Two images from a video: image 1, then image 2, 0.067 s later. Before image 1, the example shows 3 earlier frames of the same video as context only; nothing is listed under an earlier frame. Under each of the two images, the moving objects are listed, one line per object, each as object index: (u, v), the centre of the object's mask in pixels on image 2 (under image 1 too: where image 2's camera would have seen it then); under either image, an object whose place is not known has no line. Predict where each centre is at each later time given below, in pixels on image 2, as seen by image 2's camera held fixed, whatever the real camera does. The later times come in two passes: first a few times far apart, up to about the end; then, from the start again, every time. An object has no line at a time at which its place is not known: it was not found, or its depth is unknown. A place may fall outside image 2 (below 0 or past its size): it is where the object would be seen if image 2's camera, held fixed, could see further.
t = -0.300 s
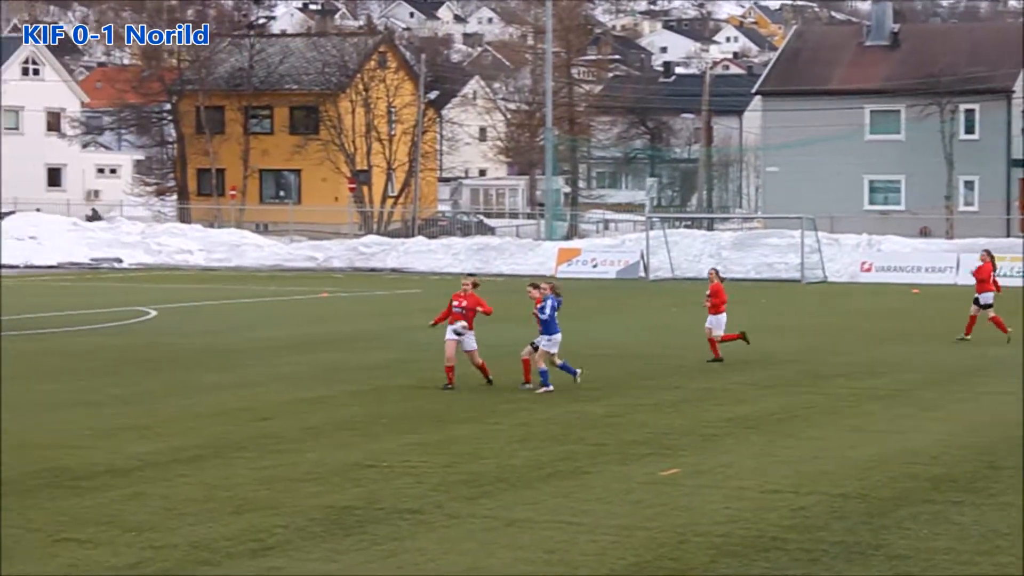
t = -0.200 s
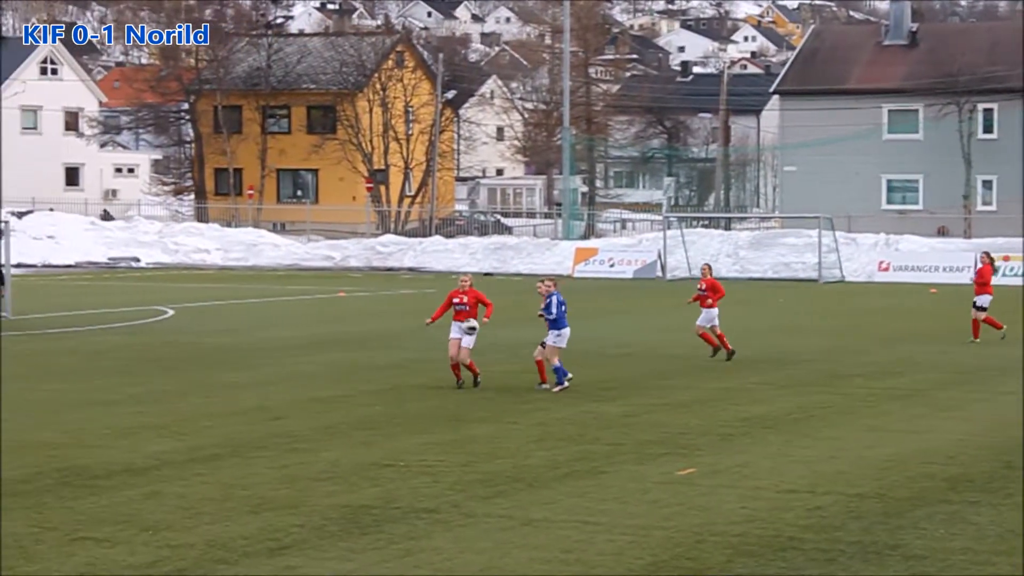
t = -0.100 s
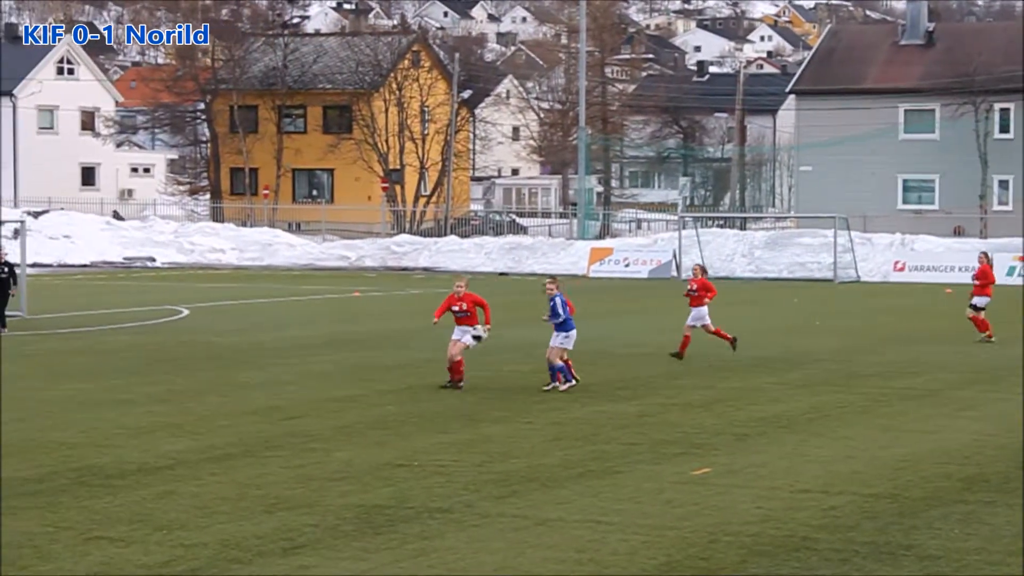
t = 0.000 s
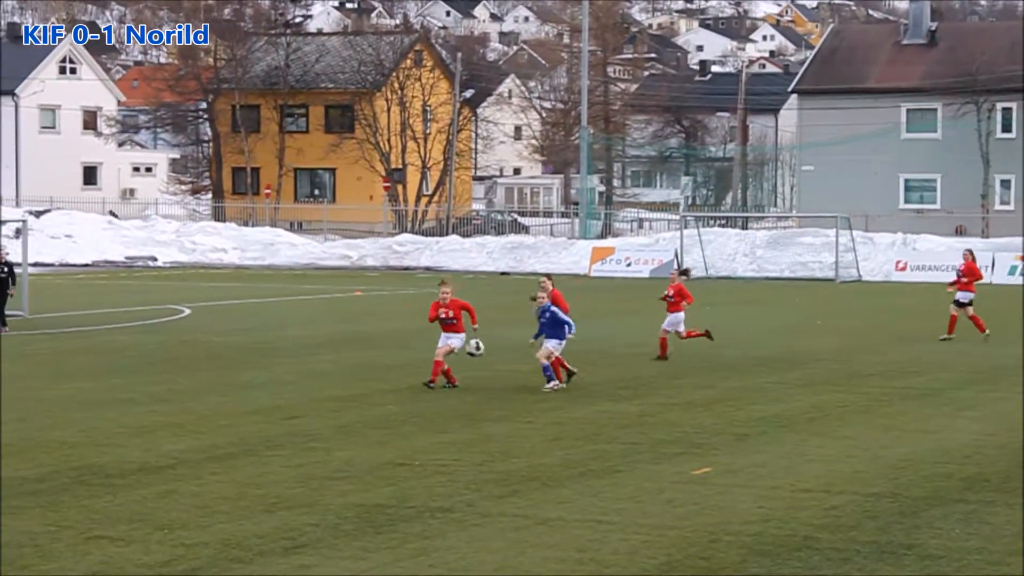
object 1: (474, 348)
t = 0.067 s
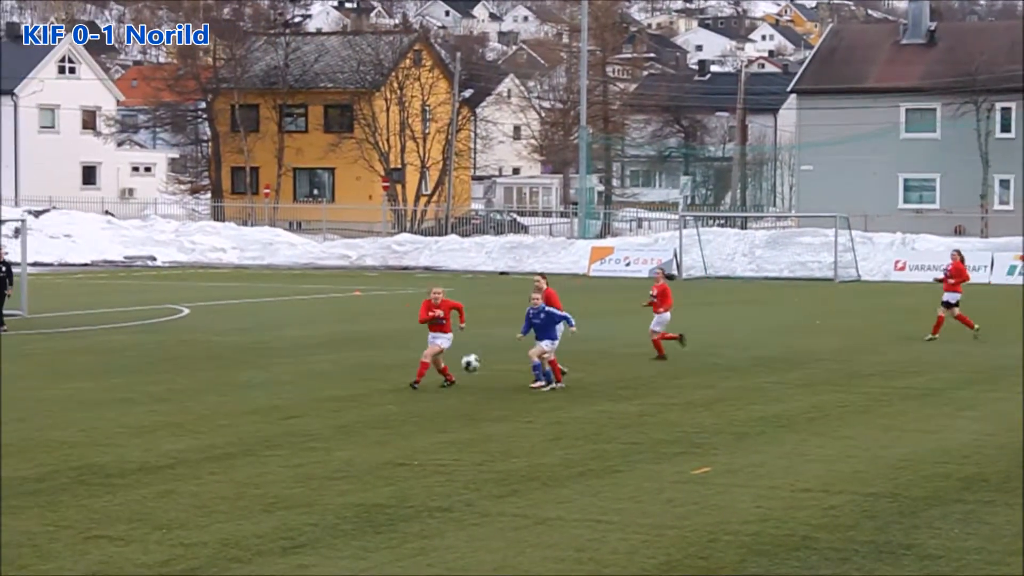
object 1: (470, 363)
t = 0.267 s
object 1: (462, 434)
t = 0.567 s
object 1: (450, 421)
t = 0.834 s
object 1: (439, 468)
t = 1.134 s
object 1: (422, 476)
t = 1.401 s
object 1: (407, 493)
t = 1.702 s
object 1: (387, 505)
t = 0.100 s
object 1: (469, 372)
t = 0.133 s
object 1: (468, 382)
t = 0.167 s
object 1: (466, 393)
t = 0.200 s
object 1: (465, 404)
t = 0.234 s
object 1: (464, 417)
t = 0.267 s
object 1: (462, 434)
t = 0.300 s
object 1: (460, 440)
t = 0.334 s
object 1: (459, 435)
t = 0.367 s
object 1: (458, 430)
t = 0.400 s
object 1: (457, 426)
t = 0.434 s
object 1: (455, 423)
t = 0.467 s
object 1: (454, 421)
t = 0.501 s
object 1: (453, 419)
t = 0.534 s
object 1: (452, 420)
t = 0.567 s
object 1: (450, 421)
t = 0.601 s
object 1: (449, 423)
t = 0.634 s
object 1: (448, 426)
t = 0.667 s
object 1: (446, 431)
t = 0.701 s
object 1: (445, 437)
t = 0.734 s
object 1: (443, 443)
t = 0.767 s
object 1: (442, 452)
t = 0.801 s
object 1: (440, 461)
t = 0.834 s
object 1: (439, 468)
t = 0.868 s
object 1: (437, 464)
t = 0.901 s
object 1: (435, 461)
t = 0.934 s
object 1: (434, 460)
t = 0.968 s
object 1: (432, 460)
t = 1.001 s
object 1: (430, 461)
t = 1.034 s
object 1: (428, 463)
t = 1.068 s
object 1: (426, 466)
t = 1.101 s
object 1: (424, 471)
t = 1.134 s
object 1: (422, 476)
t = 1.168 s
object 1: (419, 483)
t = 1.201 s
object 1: (418, 483)
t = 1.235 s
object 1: (417, 481)
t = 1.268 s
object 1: (415, 481)
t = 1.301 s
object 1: (413, 482)
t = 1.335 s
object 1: (411, 485)
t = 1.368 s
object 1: (409, 488)
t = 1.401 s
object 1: (407, 493)
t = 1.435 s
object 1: (405, 495)
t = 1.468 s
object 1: (403, 495)
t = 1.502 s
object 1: (401, 495)
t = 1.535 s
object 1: (399, 497)
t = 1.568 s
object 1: (397, 500)
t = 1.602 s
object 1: (394, 503)
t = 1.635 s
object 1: (393, 503)
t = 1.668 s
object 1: (391, 503)
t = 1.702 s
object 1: (387, 505)
